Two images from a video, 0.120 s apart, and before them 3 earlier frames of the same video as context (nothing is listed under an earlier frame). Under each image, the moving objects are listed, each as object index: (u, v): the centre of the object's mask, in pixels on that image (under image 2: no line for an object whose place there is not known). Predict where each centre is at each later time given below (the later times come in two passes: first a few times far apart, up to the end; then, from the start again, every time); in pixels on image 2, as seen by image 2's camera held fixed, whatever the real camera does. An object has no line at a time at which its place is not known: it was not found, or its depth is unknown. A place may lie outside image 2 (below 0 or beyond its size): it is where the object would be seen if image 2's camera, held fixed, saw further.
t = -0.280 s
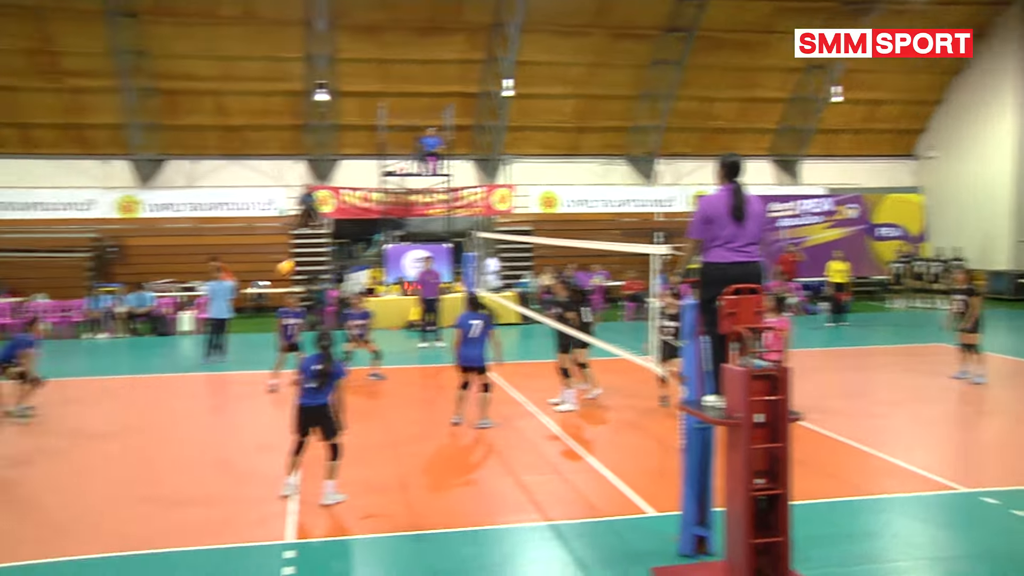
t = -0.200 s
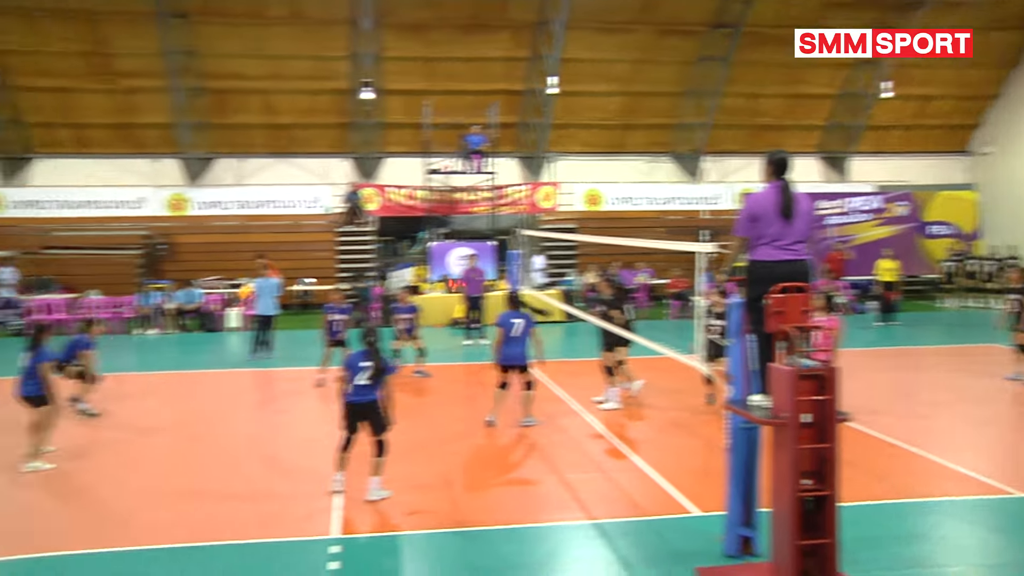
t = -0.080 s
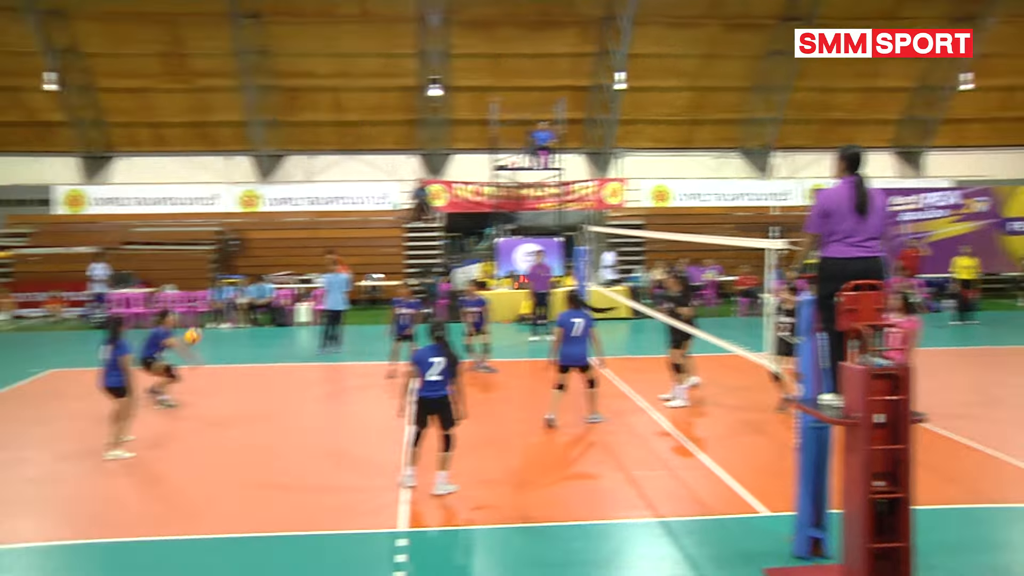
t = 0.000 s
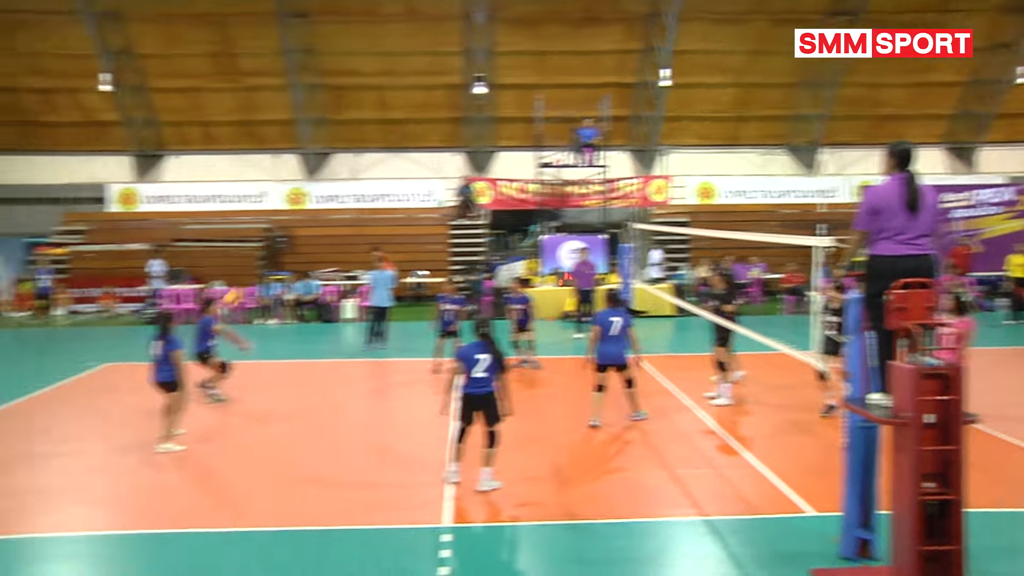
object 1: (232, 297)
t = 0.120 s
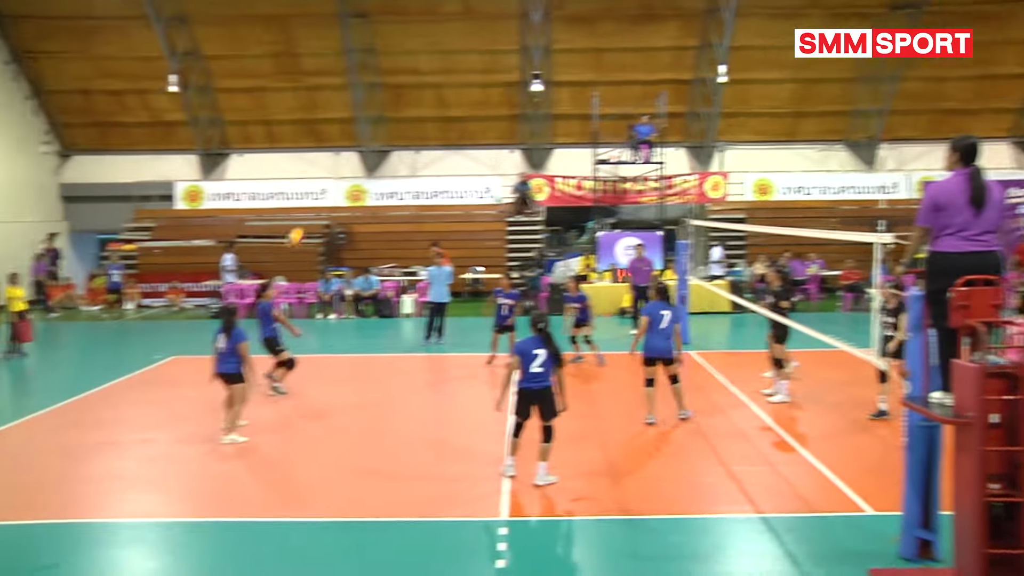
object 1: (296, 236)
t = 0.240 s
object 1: (299, 190)
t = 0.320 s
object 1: (304, 162)
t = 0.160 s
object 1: (296, 220)
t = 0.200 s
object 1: (299, 204)
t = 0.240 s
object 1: (299, 190)
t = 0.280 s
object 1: (303, 175)
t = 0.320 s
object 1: (304, 162)
